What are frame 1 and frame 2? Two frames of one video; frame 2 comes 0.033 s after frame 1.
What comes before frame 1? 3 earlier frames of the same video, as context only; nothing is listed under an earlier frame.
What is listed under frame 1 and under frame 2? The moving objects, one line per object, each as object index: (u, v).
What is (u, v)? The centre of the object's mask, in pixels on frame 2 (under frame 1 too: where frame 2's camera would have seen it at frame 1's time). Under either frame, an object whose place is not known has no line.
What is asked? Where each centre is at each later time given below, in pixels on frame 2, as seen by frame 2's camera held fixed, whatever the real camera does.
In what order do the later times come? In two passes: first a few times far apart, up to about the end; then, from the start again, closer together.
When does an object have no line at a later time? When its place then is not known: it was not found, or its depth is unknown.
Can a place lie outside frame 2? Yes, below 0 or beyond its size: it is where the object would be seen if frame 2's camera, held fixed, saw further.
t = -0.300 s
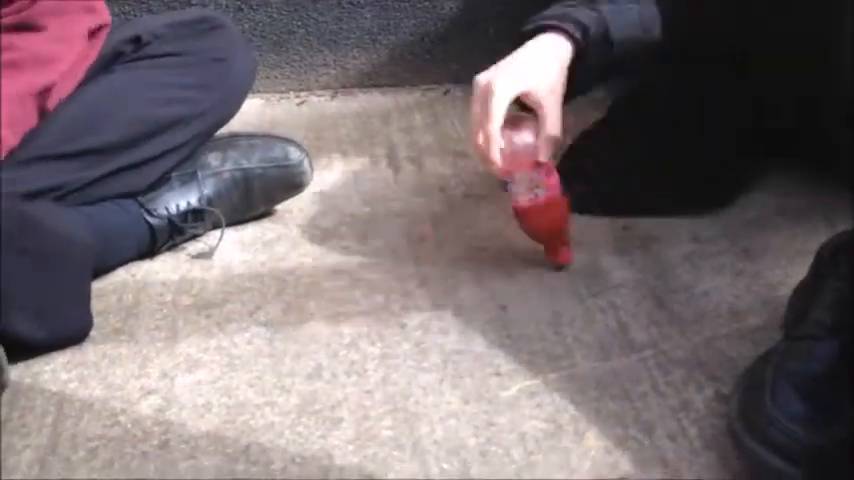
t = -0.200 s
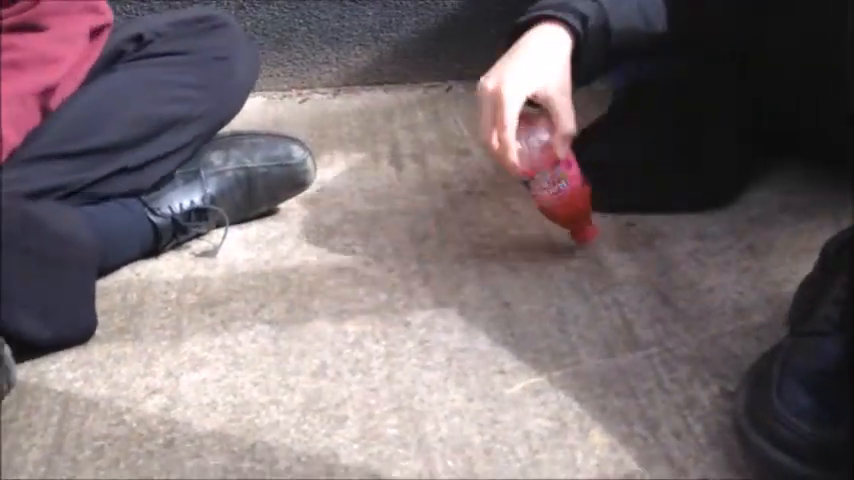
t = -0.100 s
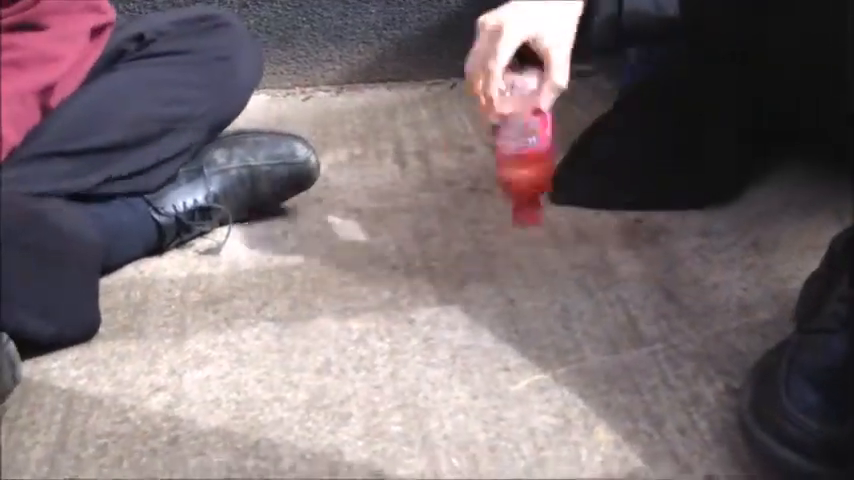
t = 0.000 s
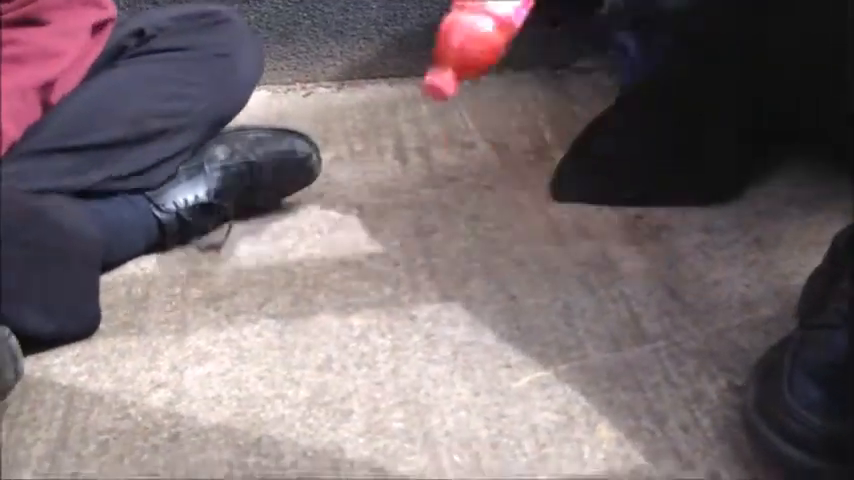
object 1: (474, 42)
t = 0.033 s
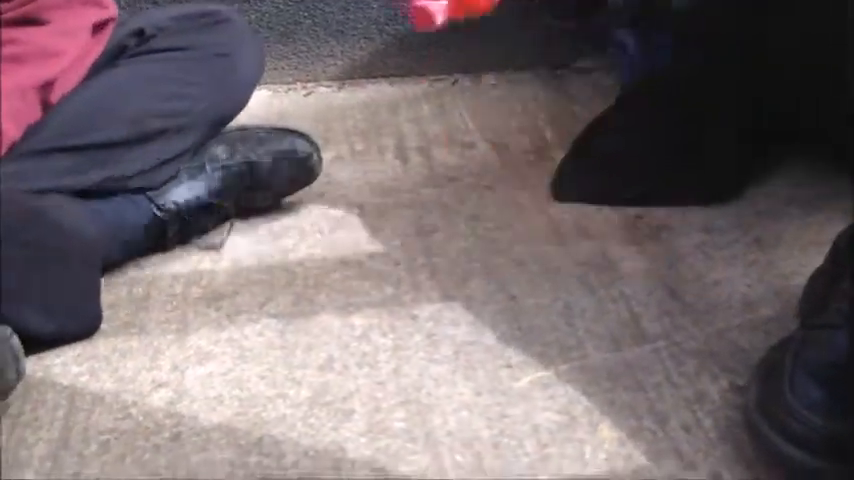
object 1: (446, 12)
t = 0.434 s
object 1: (467, 251)
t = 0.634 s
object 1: (493, 252)
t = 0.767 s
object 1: (517, 267)
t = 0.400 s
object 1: (465, 219)
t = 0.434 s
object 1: (467, 251)
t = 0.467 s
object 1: (471, 251)
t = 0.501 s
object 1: (477, 251)
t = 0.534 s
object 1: (482, 252)
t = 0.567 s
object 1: (486, 252)
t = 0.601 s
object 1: (489, 251)
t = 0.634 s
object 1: (493, 252)
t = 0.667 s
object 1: (496, 252)
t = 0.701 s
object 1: (501, 254)
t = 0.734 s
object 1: (508, 259)
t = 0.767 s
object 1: (517, 267)
